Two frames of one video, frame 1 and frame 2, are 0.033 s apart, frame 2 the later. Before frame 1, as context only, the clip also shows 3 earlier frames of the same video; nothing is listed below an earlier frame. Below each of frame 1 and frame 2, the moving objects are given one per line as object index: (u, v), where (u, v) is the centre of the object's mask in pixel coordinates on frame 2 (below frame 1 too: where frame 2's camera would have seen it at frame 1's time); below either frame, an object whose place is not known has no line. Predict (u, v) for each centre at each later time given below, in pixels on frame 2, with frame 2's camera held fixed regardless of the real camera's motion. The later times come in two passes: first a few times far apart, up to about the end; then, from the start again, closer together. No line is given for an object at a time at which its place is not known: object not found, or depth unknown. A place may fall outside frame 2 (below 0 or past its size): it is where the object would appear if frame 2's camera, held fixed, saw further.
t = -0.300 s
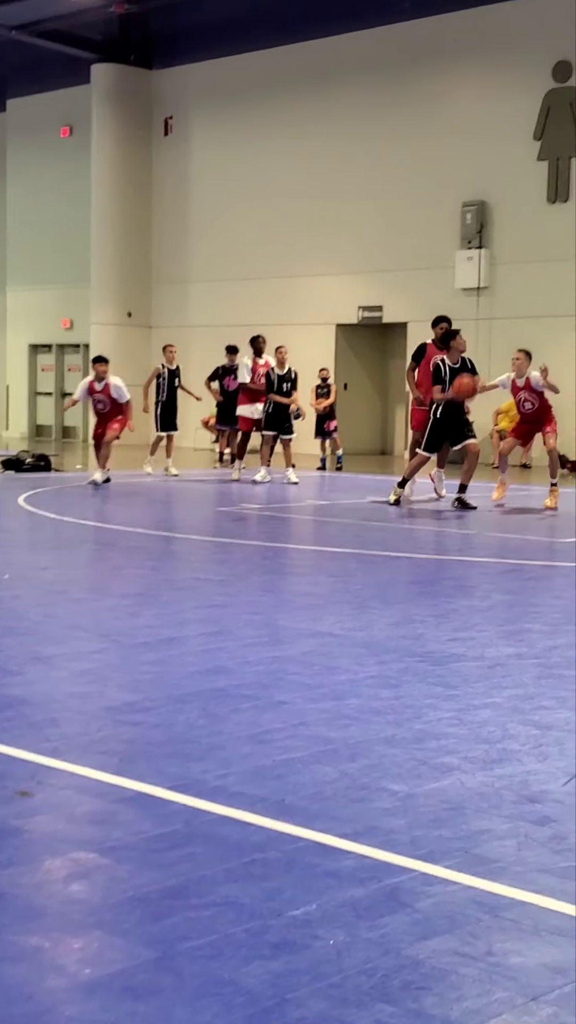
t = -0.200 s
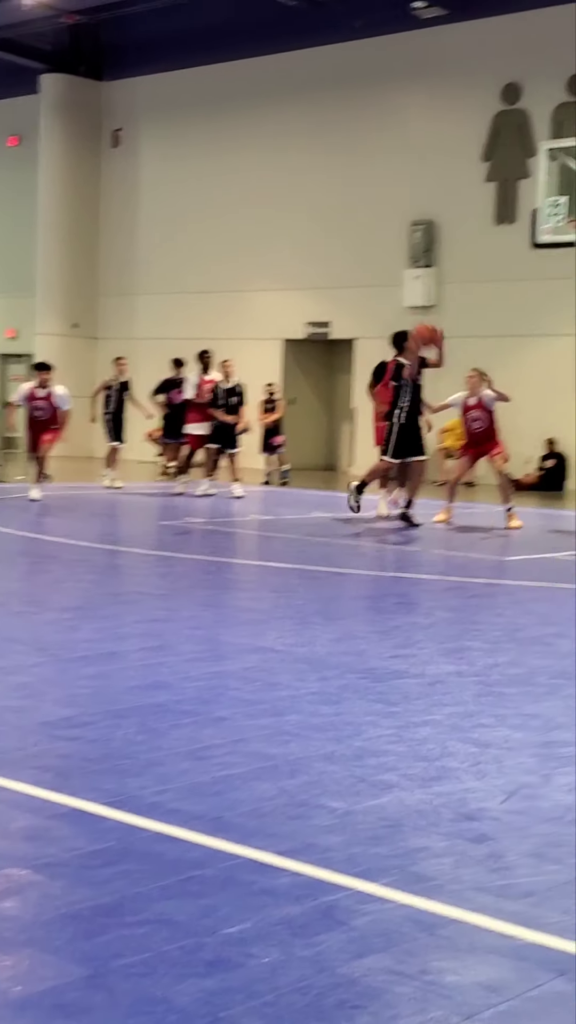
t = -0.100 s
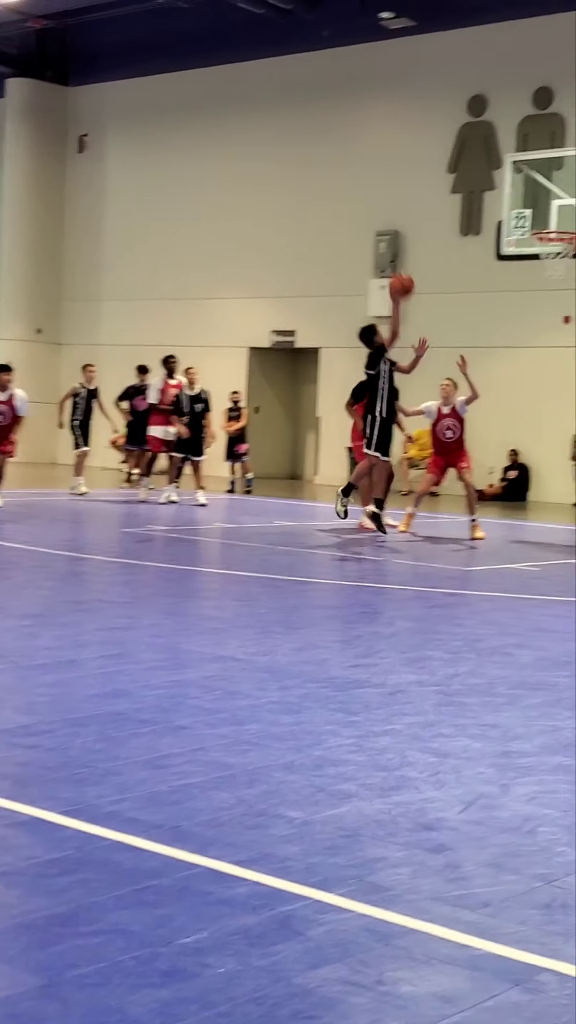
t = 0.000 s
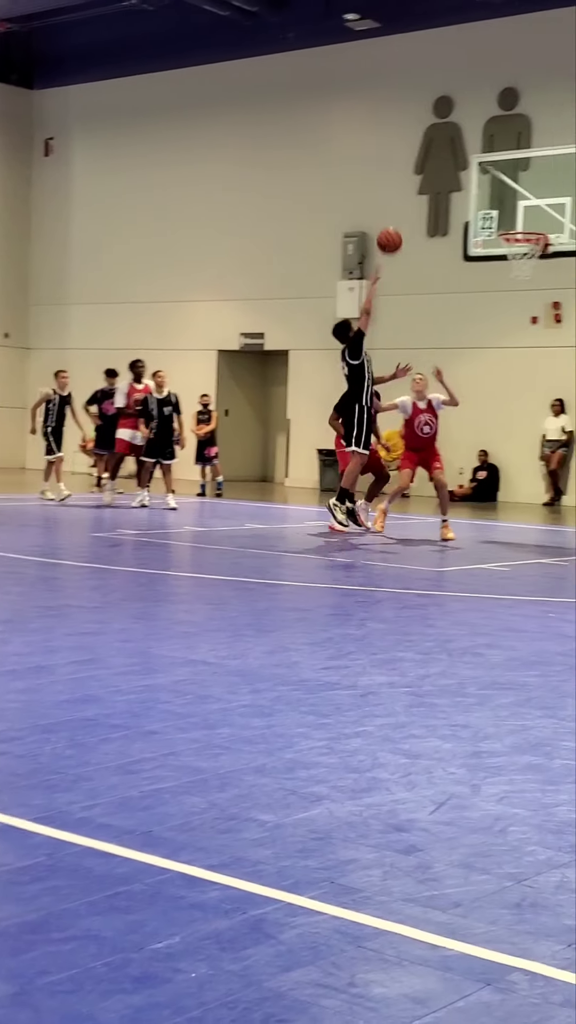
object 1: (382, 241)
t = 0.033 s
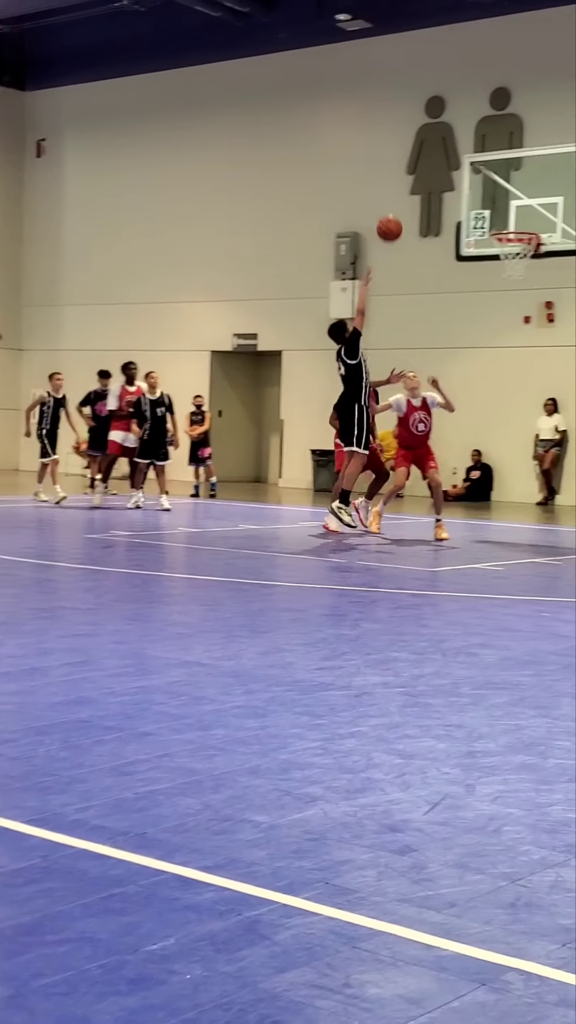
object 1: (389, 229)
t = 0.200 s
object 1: (426, 184)
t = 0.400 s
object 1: (466, 172)
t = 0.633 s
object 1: (507, 207)
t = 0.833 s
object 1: (520, 264)
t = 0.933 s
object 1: (510, 294)
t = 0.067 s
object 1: (397, 217)
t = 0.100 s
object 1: (404, 208)
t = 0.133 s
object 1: (411, 199)
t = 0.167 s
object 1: (418, 191)
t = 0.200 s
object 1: (426, 184)
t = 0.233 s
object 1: (432, 180)
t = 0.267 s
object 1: (439, 176)
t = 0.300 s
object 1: (446, 173)
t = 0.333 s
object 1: (453, 171)
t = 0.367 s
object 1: (459, 171)
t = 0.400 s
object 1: (466, 172)
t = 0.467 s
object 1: (478, 176)
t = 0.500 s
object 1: (484, 180)
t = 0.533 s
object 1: (490, 185)
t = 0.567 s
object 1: (496, 192)
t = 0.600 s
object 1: (501, 199)
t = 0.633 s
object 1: (507, 207)
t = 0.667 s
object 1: (513, 216)
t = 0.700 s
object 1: (519, 224)
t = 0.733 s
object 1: (524, 237)
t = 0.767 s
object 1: (526, 247)
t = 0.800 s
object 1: (525, 256)
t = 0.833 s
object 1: (520, 264)
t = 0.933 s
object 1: (510, 294)
